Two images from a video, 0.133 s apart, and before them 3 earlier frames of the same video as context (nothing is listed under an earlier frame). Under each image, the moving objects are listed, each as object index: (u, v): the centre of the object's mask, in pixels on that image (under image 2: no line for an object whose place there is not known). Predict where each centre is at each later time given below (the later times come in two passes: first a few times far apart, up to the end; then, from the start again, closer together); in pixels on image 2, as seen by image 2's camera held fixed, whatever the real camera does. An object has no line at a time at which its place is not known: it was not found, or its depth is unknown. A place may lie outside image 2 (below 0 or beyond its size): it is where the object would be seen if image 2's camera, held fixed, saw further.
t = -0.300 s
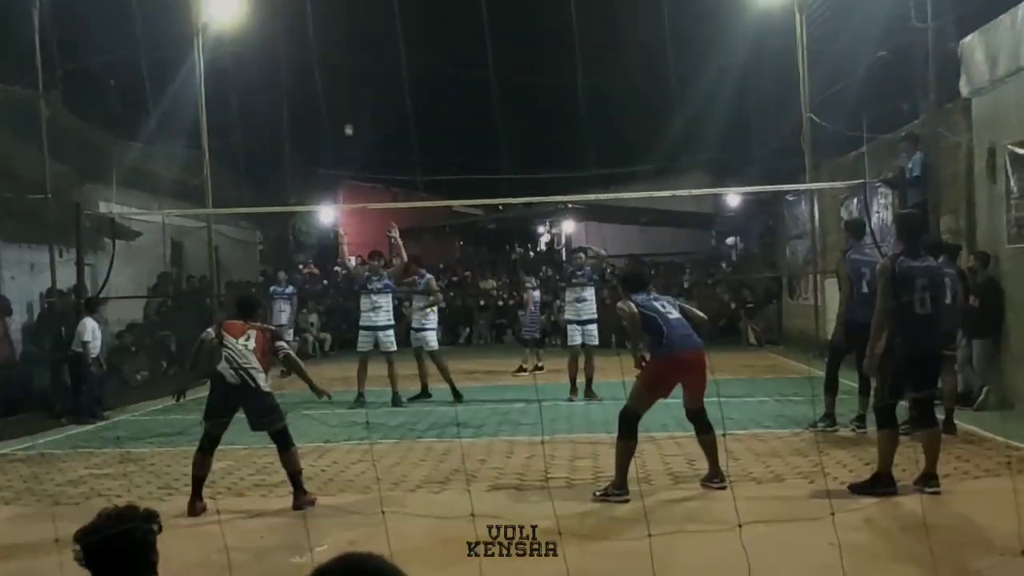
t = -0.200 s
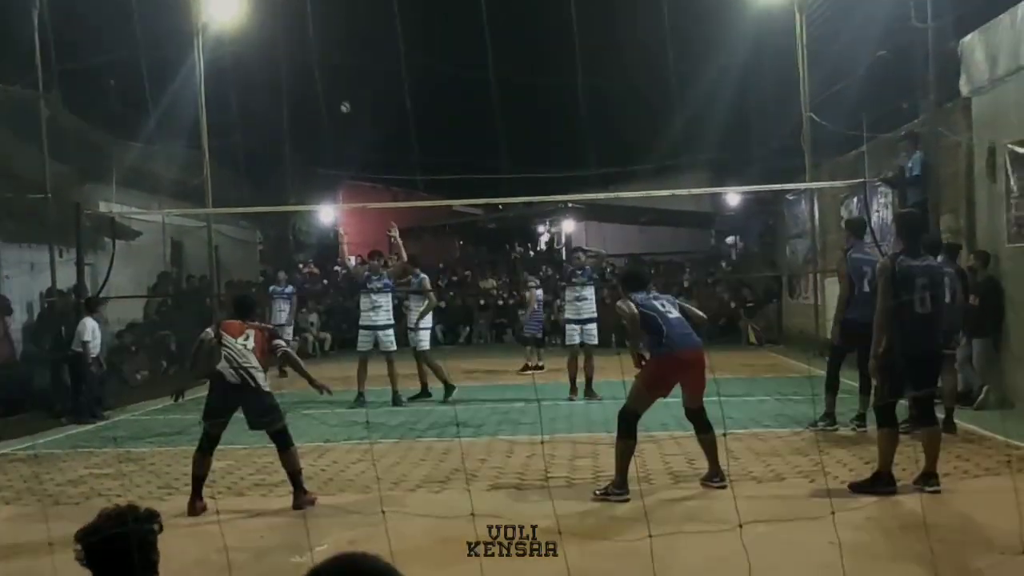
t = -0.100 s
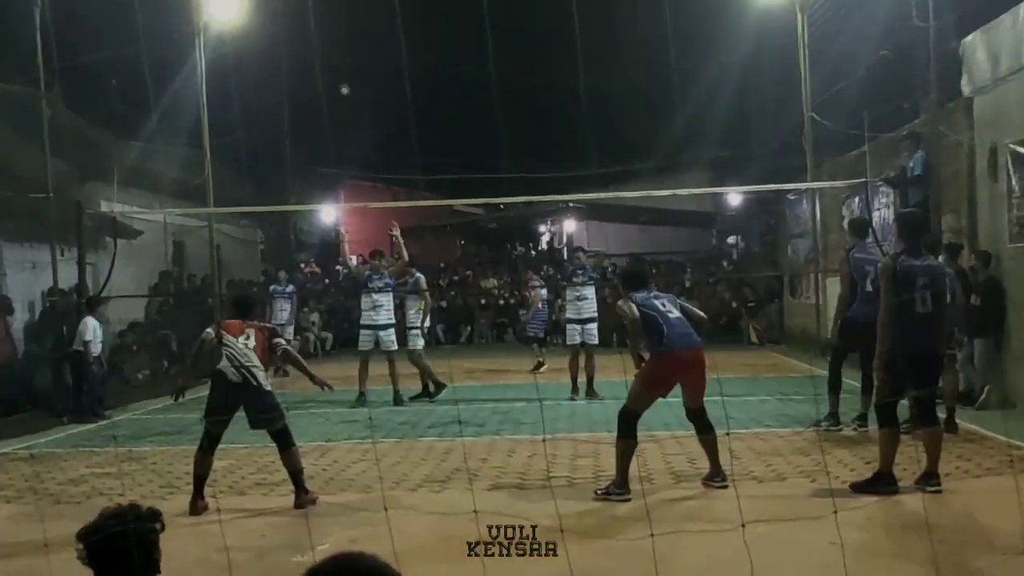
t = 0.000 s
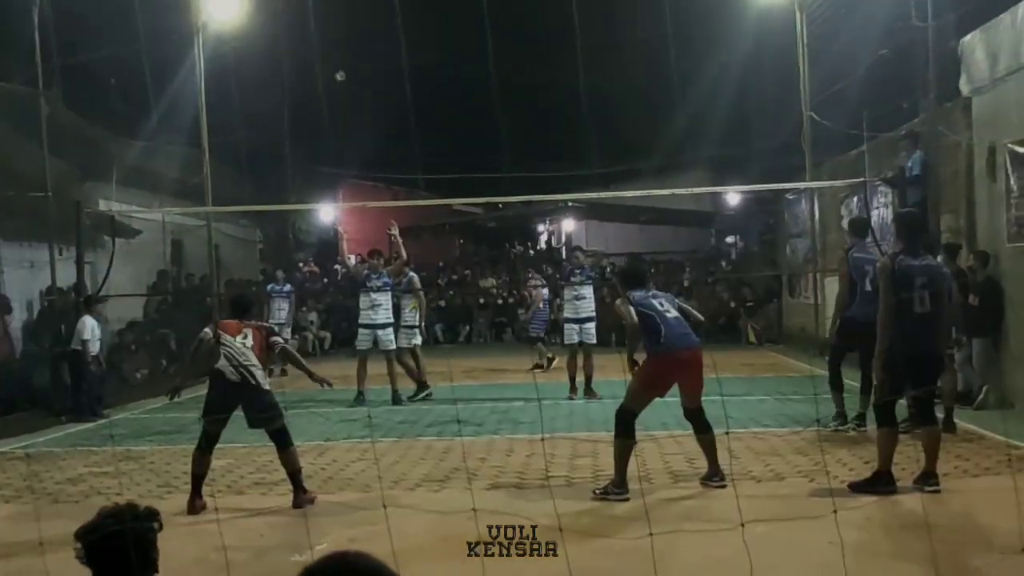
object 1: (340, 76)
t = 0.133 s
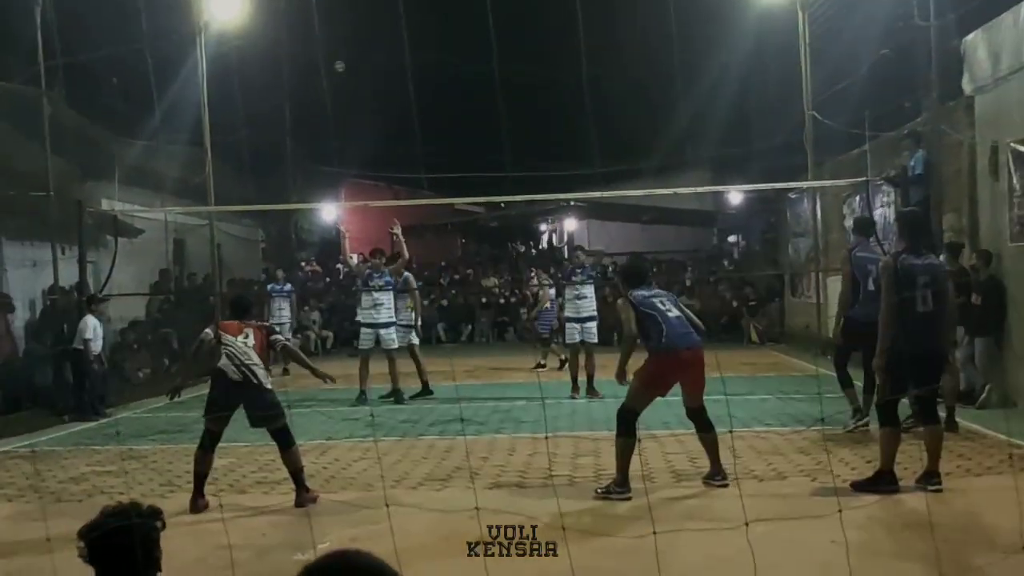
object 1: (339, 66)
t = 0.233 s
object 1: (337, 65)
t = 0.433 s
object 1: (332, 81)
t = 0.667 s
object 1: (329, 126)
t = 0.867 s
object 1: (328, 185)
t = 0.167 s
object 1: (338, 65)
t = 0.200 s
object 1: (338, 65)
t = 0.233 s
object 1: (337, 65)
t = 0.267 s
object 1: (336, 66)
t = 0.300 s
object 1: (335, 67)
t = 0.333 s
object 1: (335, 69)
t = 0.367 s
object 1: (334, 74)
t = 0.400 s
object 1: (333, 77)
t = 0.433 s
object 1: (332, 81)
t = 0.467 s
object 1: (332, 86)
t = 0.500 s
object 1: (332, 91)
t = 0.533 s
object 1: (331, 96)
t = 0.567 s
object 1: (330, 103)
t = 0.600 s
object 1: (331, 110)
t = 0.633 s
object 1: (331, 116)
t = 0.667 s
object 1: (329, 126)
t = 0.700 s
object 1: (329, 134)
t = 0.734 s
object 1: (330, 142)
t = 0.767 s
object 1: (329, 153)
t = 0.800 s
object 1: (329, 162)
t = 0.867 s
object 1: (328, 185)
